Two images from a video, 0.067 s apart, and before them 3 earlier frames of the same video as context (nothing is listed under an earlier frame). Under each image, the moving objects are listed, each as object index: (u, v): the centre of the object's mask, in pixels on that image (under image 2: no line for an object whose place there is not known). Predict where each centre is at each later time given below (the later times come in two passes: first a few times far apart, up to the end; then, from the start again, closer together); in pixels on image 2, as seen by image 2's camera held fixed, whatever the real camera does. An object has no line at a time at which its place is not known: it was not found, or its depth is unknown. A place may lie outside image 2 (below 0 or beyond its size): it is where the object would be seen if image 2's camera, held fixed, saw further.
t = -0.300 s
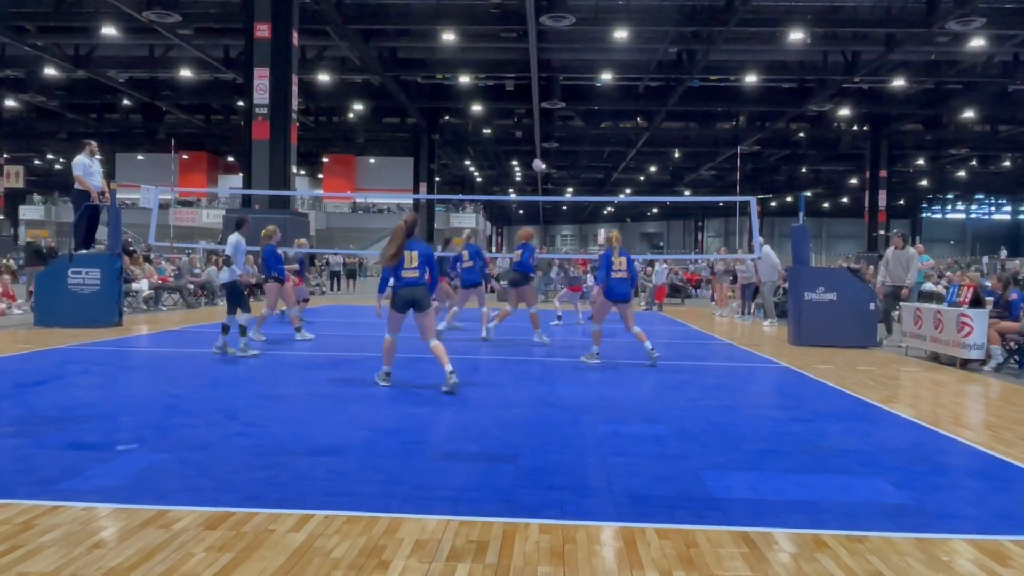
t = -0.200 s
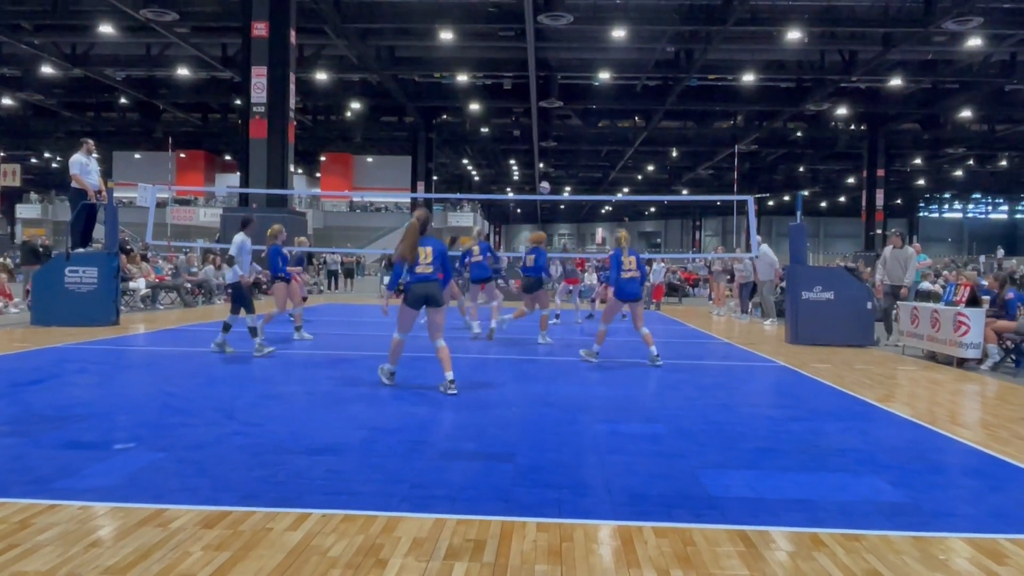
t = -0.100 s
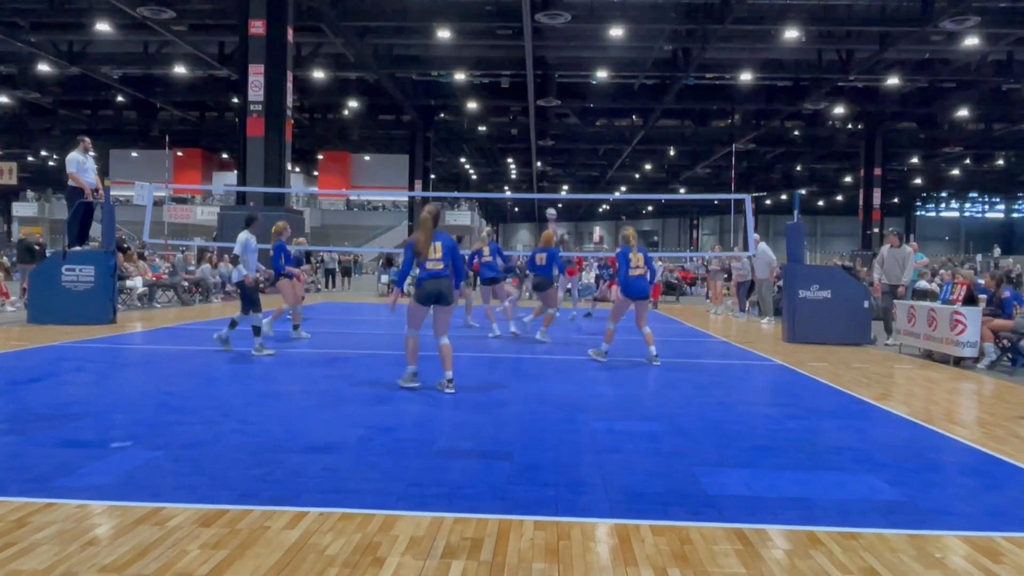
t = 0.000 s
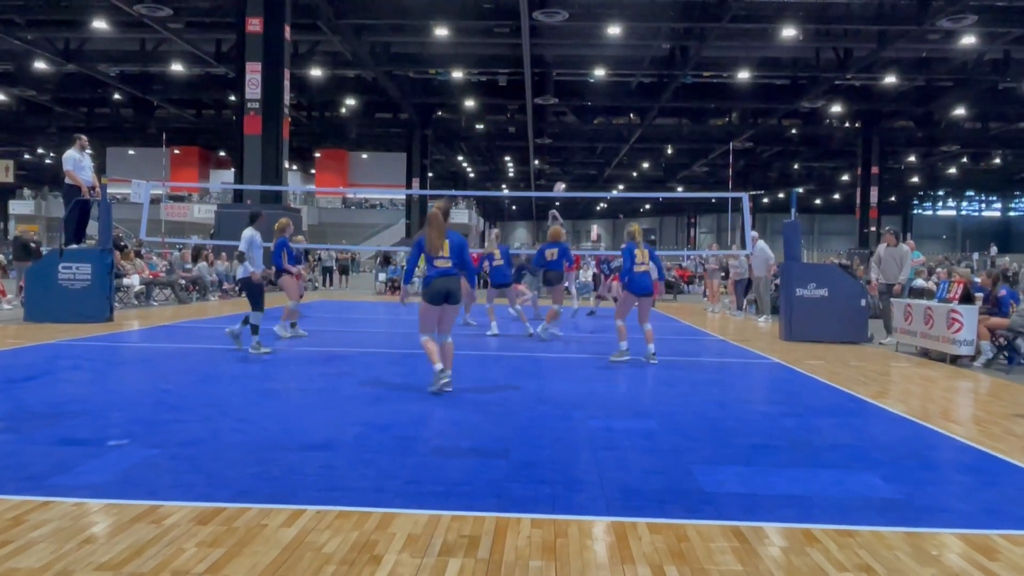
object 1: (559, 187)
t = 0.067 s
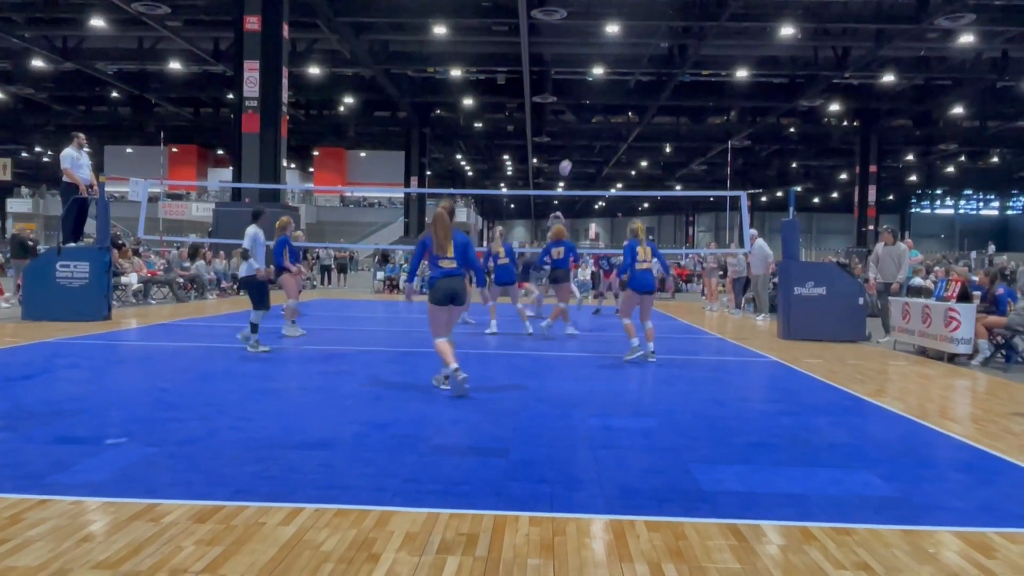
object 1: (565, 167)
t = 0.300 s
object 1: (598, 106)
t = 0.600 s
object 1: (657, 61)
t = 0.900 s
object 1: (745, 86)
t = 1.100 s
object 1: (834, 171)
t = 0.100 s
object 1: (569, 158)
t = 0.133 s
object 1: (573, 148)
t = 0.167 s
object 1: (578, 139)
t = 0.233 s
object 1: (588, 122)
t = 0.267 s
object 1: (593, 114)
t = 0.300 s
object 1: (598, 106)
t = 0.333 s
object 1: (603, 98)
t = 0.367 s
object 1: (609, 92)
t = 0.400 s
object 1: (615, 86)
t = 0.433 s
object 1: (622, 80)
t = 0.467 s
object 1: (628, 75)
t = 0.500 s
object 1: (634, 71)
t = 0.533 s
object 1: (641, 67)
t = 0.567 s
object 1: (649, 64)
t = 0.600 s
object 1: (657, 61)
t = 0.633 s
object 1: (665, 59)
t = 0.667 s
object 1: (673, 59)
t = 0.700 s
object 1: (682, 59)
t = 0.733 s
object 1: (691, 61)
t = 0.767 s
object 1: (700, 63)
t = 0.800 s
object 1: (711, 67)
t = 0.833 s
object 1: (721, 72)
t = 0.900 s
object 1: (745, 86)
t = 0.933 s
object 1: (758, 95)
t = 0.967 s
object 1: (771, 106)
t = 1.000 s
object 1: (785, 119)
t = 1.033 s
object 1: (800, 134)
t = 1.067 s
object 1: (817, 151)
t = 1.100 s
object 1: (834, 171)
